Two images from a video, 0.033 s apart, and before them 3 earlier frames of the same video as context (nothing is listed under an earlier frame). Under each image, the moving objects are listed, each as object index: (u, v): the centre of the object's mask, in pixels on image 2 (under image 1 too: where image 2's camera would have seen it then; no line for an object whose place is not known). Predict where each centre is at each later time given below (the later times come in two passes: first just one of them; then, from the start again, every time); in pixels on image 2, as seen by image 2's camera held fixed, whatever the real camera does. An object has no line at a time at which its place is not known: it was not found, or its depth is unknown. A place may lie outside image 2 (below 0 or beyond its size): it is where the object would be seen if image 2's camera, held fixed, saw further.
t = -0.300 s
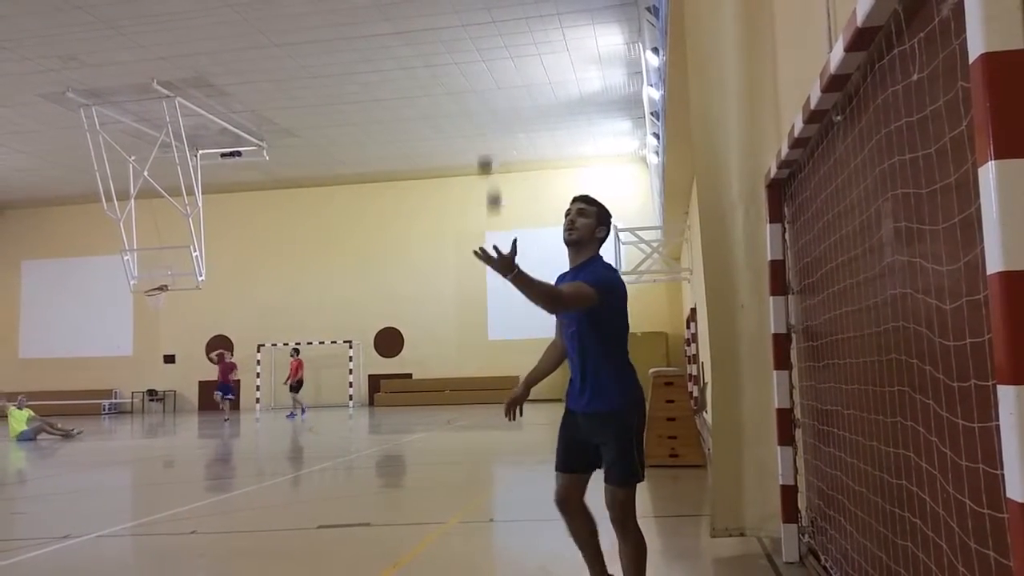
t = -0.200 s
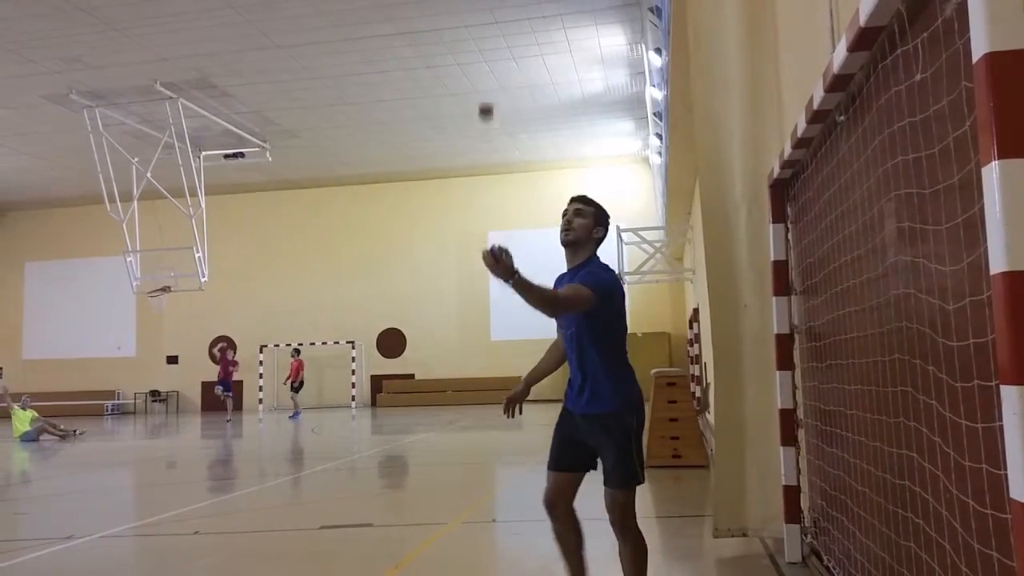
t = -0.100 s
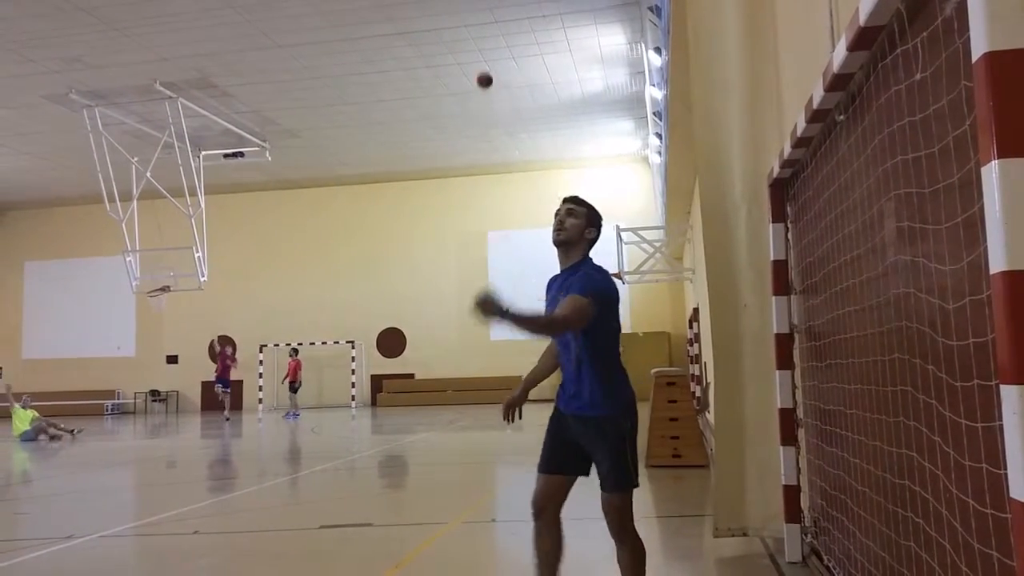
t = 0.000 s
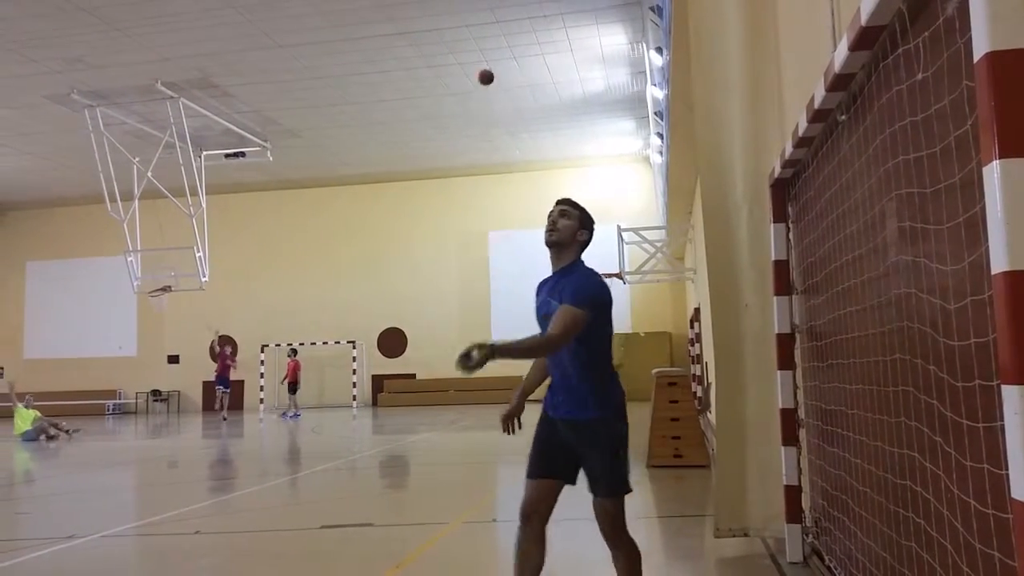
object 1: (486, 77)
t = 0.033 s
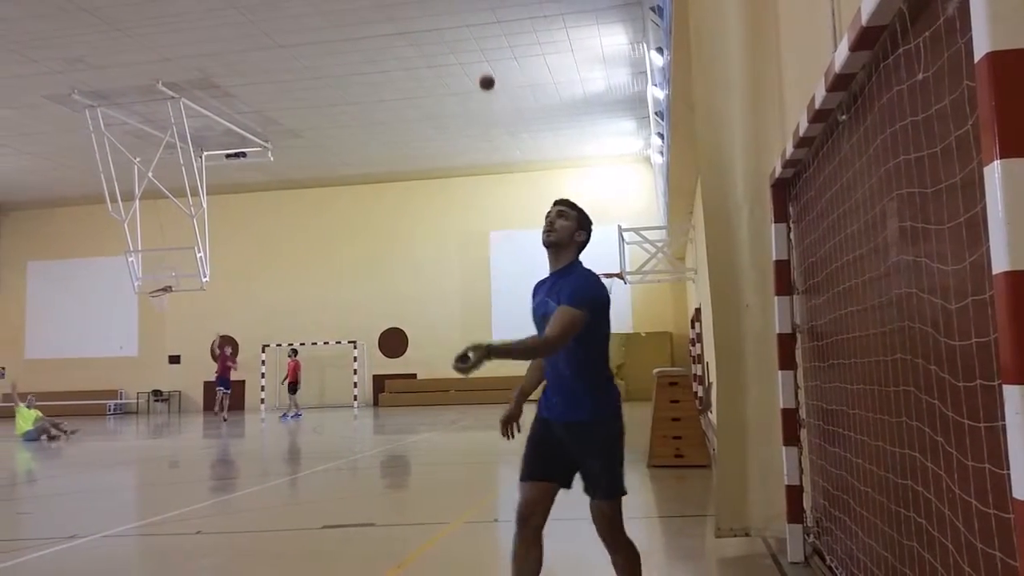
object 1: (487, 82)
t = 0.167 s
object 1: (489, 135)
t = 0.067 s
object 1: (487, 91)
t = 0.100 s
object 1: (487, 102)
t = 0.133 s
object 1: (488, 115)
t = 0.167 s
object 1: (489, 135)
